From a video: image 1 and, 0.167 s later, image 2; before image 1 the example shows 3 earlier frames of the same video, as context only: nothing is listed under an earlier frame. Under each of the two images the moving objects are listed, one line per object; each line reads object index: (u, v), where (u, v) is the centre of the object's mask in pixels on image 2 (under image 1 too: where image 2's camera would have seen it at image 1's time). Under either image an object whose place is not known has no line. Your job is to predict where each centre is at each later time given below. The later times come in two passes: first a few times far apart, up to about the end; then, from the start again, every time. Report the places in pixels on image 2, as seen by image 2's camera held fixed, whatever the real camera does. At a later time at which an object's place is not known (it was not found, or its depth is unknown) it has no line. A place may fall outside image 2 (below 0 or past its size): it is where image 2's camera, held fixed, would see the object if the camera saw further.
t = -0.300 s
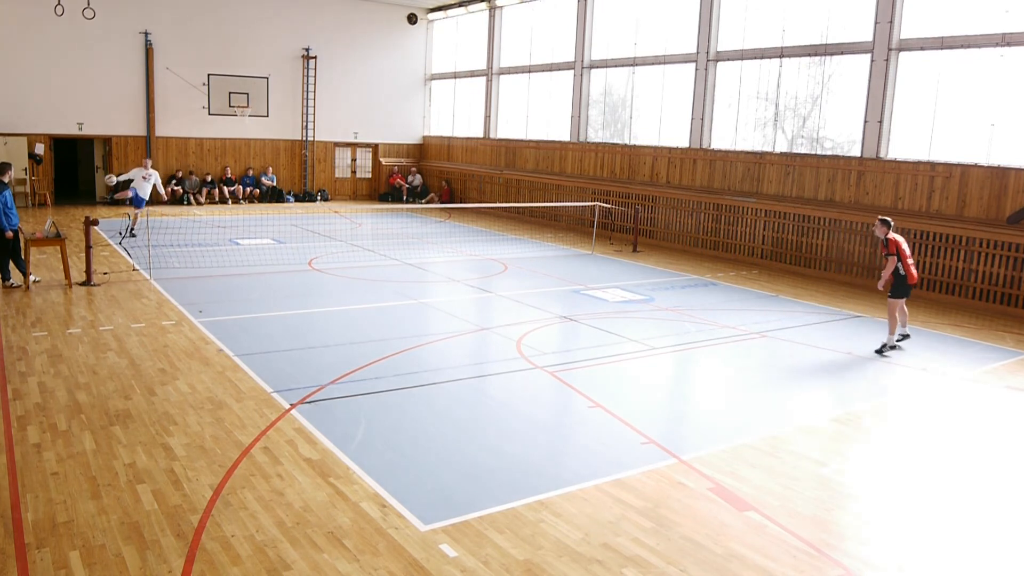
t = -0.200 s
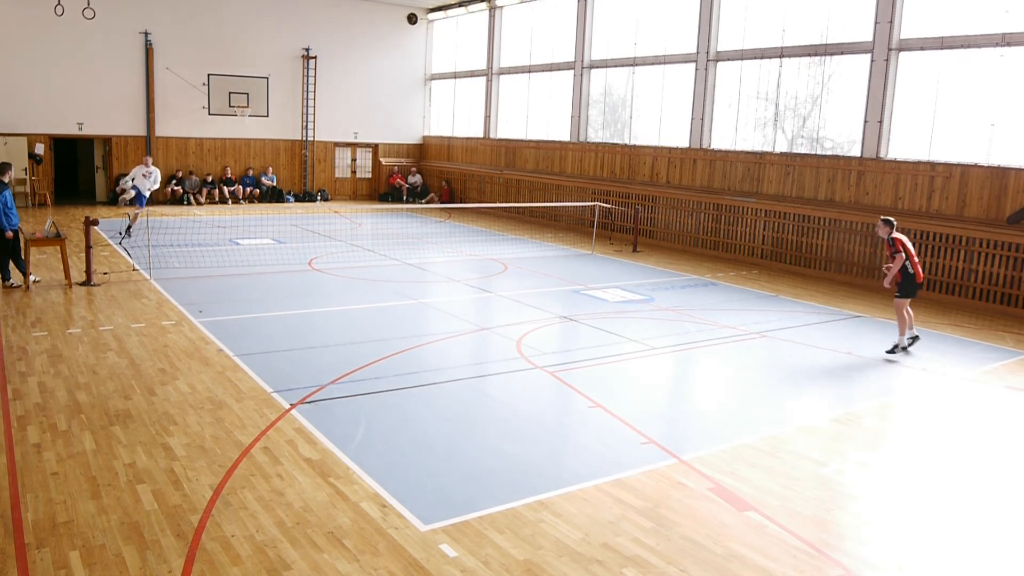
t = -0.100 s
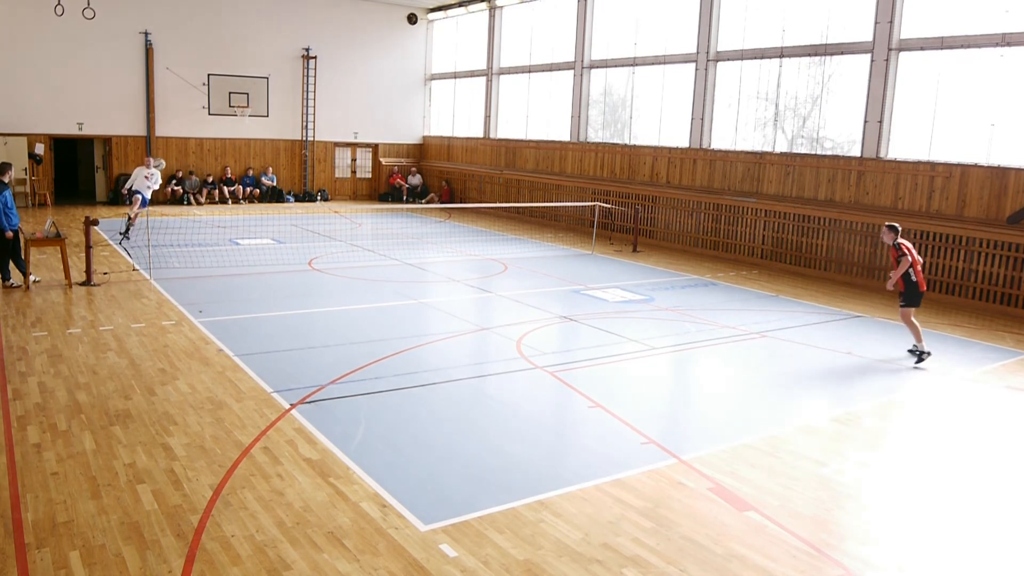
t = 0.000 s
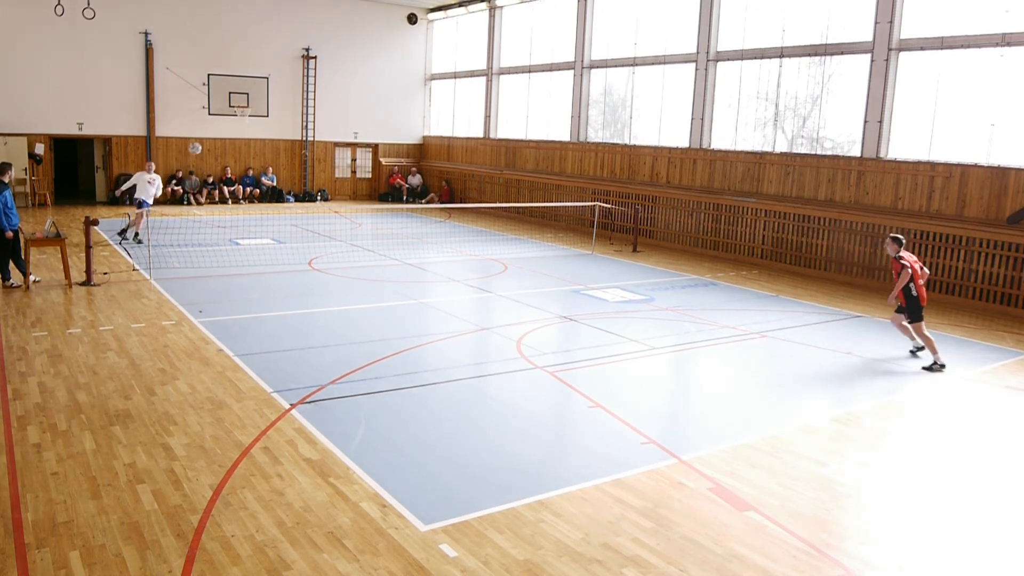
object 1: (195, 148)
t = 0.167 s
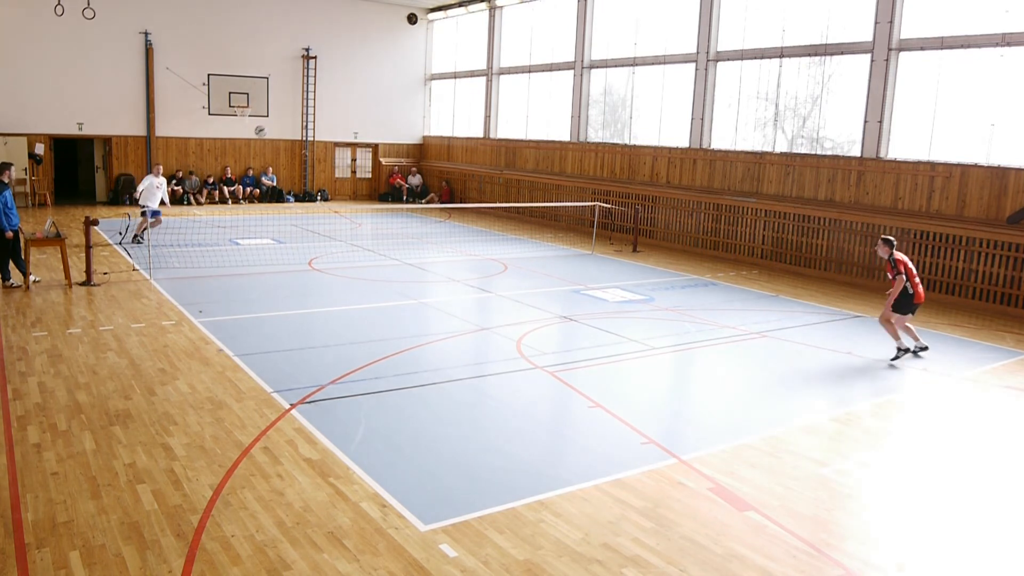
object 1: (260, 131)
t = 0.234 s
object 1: (288, 128)
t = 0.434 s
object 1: (381, 135)
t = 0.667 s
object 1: (501, 174)
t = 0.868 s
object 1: (611, 237)
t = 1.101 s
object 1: (724, 289)
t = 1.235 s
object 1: (763, 257)
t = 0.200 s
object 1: (273, 129)
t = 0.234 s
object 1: (288, 128)
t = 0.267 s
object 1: (302, 128)
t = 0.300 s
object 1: (319, 128)
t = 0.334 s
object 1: (333, 129)
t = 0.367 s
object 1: (349, 130)
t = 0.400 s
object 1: (364, 132)
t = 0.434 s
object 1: (381, 135)
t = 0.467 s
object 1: (397, 138)
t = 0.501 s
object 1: (414, 143)
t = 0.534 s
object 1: (432, 147)
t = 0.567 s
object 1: (448, 153)
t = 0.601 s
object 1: (466, 159)
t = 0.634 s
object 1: (483, 166)
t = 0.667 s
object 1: (501, 174)
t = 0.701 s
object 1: (518, 183)
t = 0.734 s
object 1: (537, 192)
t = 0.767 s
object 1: (555, 202)
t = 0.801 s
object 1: (574, 213)
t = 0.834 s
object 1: (592, 225)
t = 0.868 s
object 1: (611, 237)
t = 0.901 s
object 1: (630, 250)
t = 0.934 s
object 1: (649, 264)
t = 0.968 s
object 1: (667, 278)
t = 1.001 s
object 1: (686, 294)
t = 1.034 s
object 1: (703, 310)
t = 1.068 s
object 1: (714, 299)
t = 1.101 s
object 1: (724, 289)
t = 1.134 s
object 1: (735, 280)
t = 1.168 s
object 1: (744, 272)
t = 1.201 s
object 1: (754, 264)
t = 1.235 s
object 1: (763, 257)
